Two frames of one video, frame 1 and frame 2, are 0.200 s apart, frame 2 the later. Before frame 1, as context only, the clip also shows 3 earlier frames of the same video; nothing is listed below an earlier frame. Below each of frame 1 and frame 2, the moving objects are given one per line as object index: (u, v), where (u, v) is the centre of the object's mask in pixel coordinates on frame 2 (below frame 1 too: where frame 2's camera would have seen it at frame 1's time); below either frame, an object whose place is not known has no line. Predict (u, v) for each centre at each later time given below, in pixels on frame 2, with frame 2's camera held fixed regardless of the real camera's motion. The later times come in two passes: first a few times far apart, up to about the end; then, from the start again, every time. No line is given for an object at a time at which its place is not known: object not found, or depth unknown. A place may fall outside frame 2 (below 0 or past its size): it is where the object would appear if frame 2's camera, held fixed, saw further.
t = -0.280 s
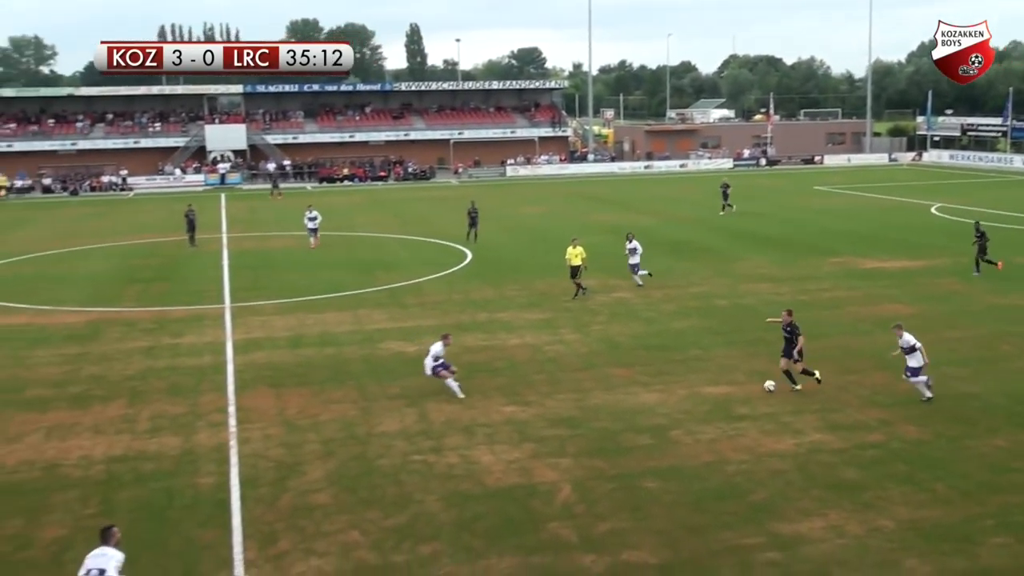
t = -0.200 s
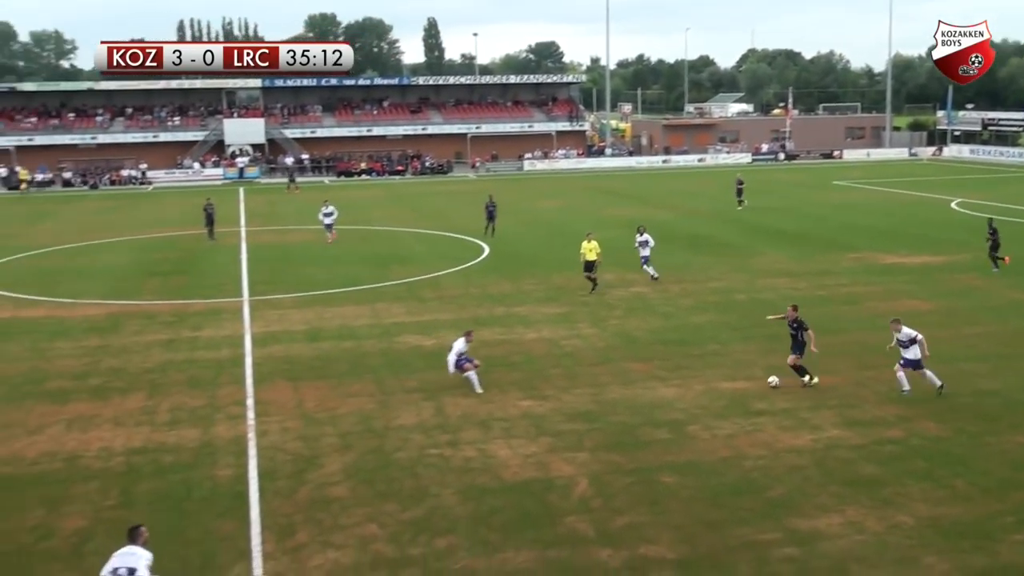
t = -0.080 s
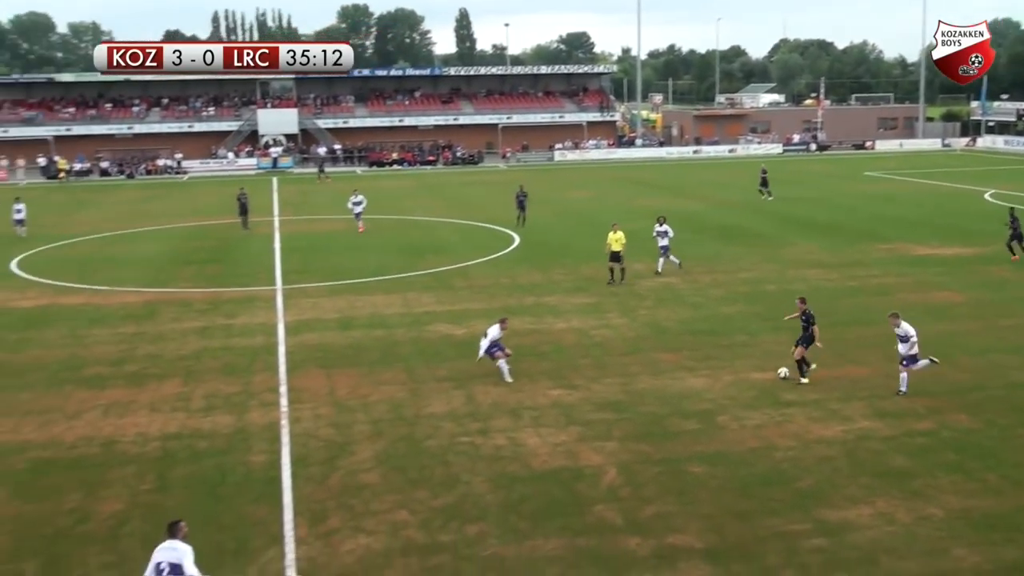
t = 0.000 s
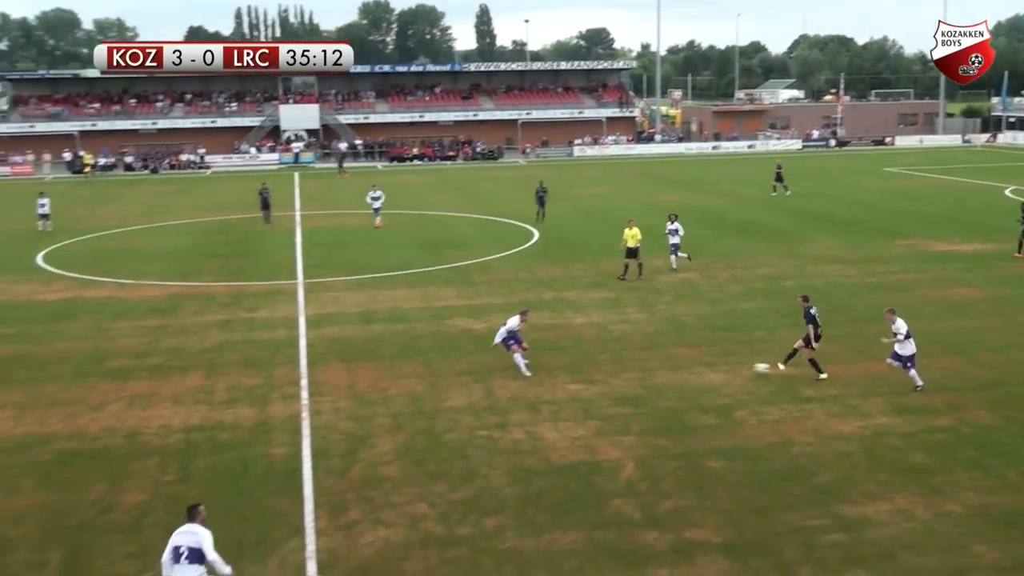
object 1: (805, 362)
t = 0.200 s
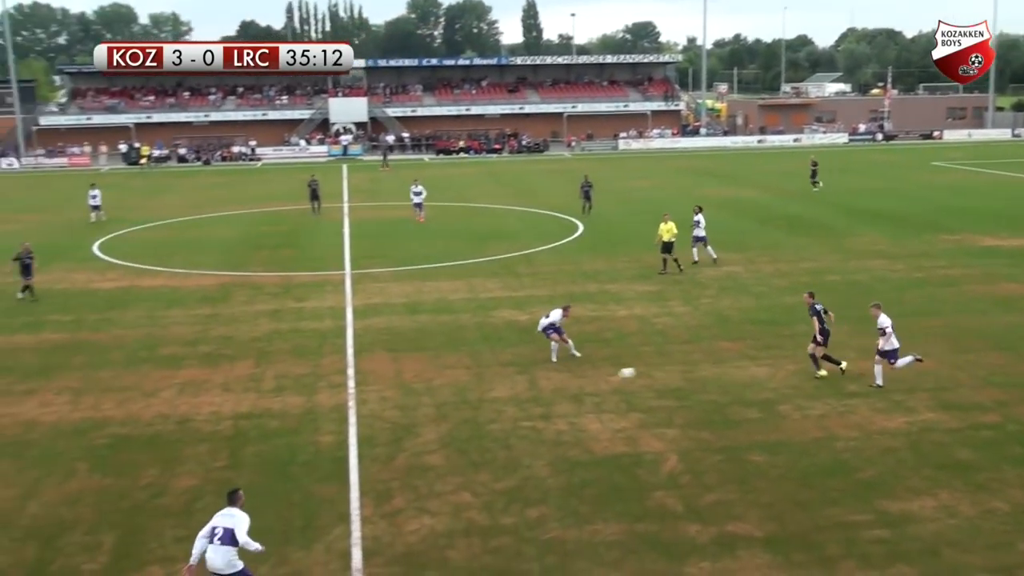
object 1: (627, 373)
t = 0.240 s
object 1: (591, 378)
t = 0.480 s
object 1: (387, 391)
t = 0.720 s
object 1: (182, 407)
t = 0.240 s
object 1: (591, 378)
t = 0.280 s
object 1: (556, 384)
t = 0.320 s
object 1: (522, 383)
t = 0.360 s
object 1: (489, 383)
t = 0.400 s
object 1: (456, 384)
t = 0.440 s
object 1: (421, 387)
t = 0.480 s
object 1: (387, 391)
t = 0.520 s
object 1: (352, 396)
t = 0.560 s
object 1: (318, 399)
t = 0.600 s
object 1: (286, 399)
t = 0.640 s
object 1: (251, 401)
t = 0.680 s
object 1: (217, 403)
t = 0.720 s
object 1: (182, 407)
